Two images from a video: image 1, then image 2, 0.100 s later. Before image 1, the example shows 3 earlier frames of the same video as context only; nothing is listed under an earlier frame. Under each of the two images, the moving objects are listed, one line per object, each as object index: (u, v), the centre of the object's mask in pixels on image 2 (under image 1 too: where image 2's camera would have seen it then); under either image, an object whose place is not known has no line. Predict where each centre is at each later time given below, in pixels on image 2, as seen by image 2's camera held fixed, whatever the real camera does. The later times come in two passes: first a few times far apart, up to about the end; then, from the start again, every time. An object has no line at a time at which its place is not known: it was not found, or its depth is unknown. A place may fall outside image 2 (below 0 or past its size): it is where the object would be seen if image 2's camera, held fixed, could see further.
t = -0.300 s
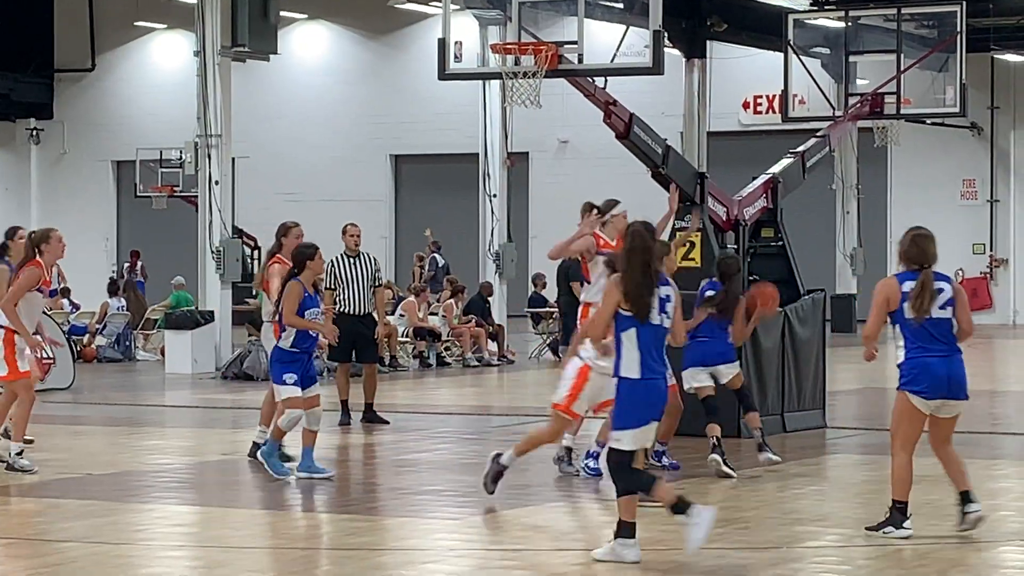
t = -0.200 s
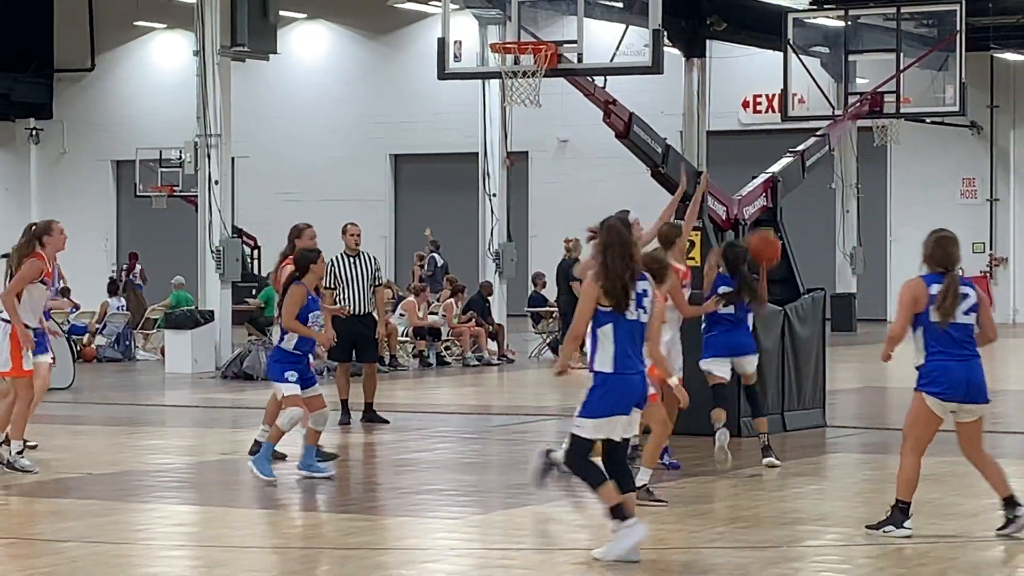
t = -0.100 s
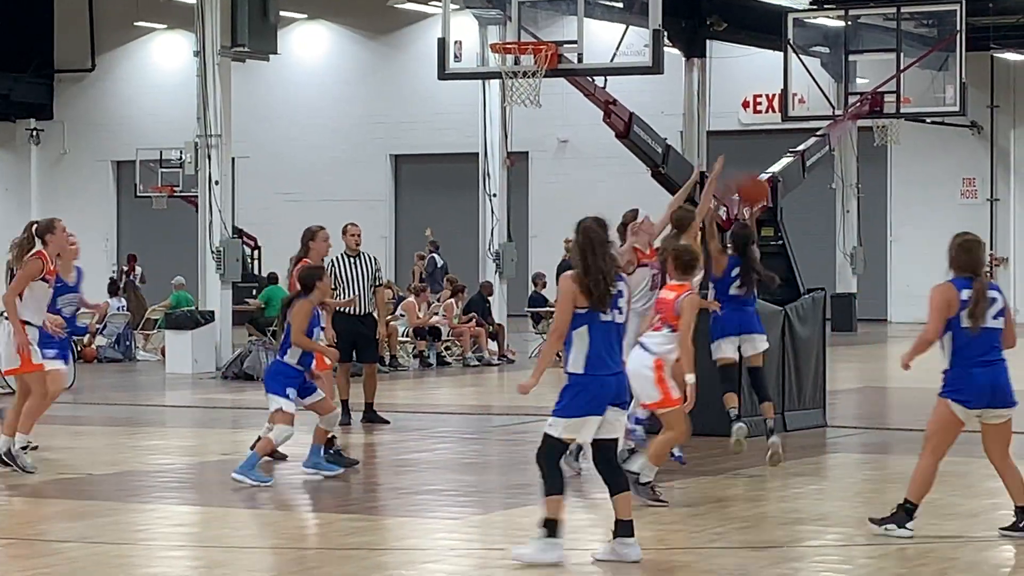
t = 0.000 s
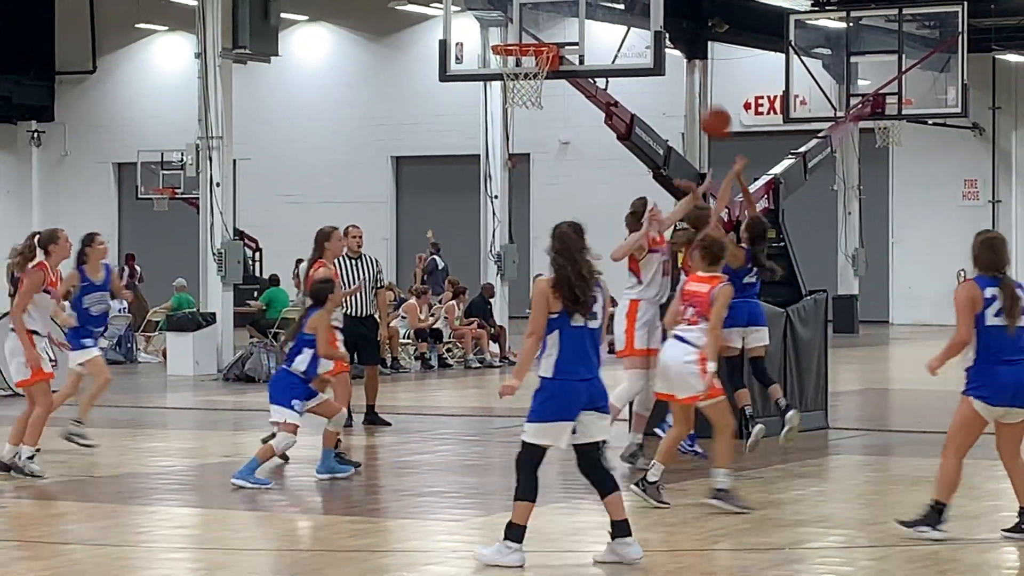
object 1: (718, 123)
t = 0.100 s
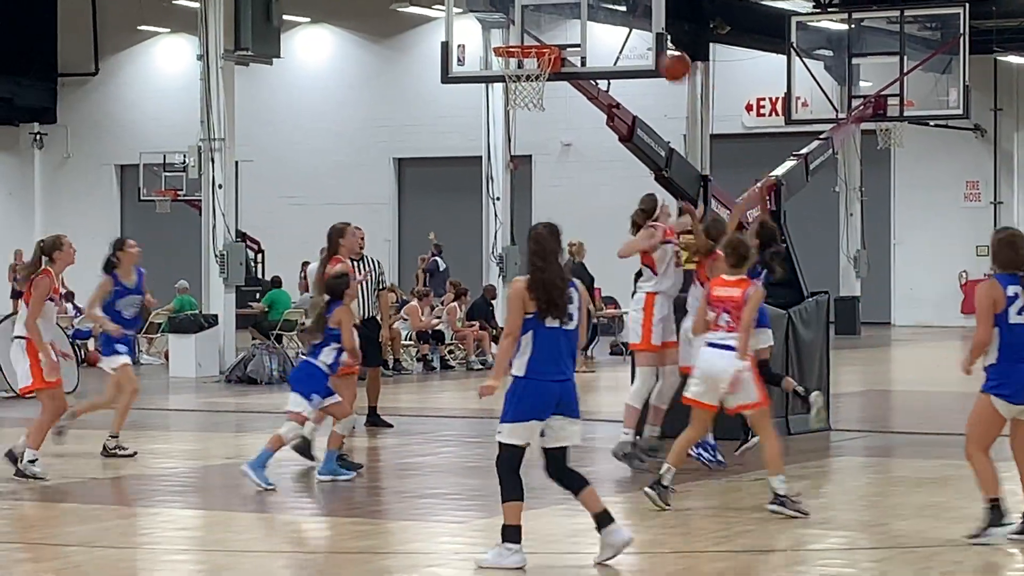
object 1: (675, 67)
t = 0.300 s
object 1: (641, 23)
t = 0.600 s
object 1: (600, 65)
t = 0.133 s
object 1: (664, 52)
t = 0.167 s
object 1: (660, 43)
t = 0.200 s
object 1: (655, 36)
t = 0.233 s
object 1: (651, 30)
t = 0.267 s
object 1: (646, 26)
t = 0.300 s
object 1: (641, 23)
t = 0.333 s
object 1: (637, 21)
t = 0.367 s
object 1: (633, 21)
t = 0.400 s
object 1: (629, 22)
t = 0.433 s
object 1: (624, 26)
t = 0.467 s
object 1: (619, 31)
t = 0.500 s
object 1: (614, 37)
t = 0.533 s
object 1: (610, 44)
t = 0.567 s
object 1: (605, 54)
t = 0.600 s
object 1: (600, 65)
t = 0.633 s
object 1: (594, 77)
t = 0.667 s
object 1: (589, 89)
